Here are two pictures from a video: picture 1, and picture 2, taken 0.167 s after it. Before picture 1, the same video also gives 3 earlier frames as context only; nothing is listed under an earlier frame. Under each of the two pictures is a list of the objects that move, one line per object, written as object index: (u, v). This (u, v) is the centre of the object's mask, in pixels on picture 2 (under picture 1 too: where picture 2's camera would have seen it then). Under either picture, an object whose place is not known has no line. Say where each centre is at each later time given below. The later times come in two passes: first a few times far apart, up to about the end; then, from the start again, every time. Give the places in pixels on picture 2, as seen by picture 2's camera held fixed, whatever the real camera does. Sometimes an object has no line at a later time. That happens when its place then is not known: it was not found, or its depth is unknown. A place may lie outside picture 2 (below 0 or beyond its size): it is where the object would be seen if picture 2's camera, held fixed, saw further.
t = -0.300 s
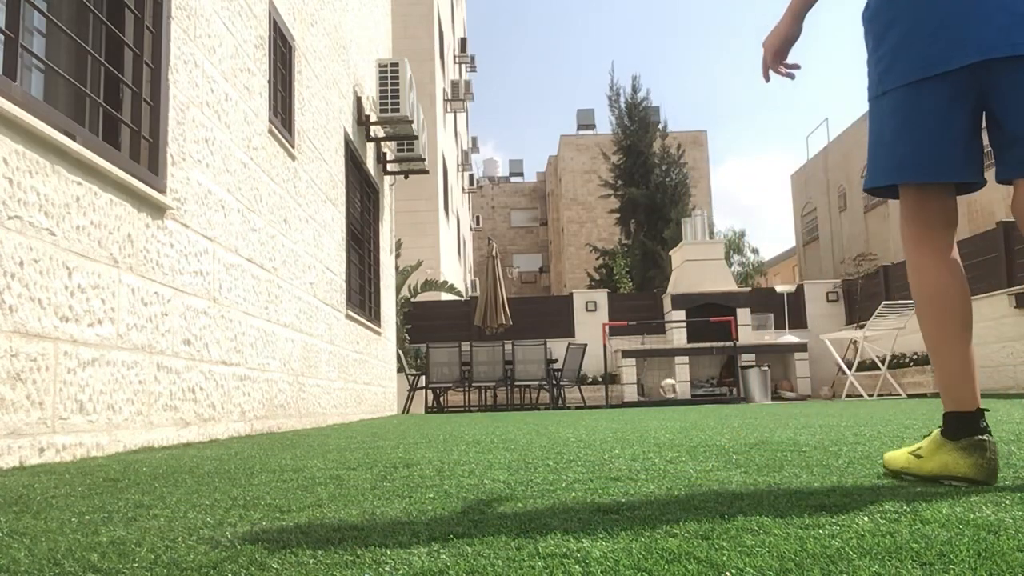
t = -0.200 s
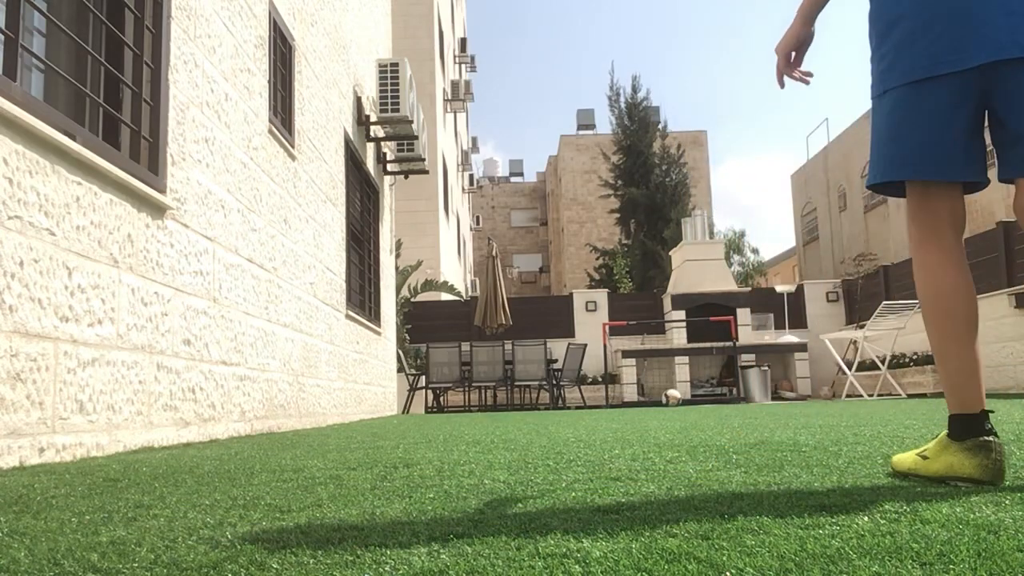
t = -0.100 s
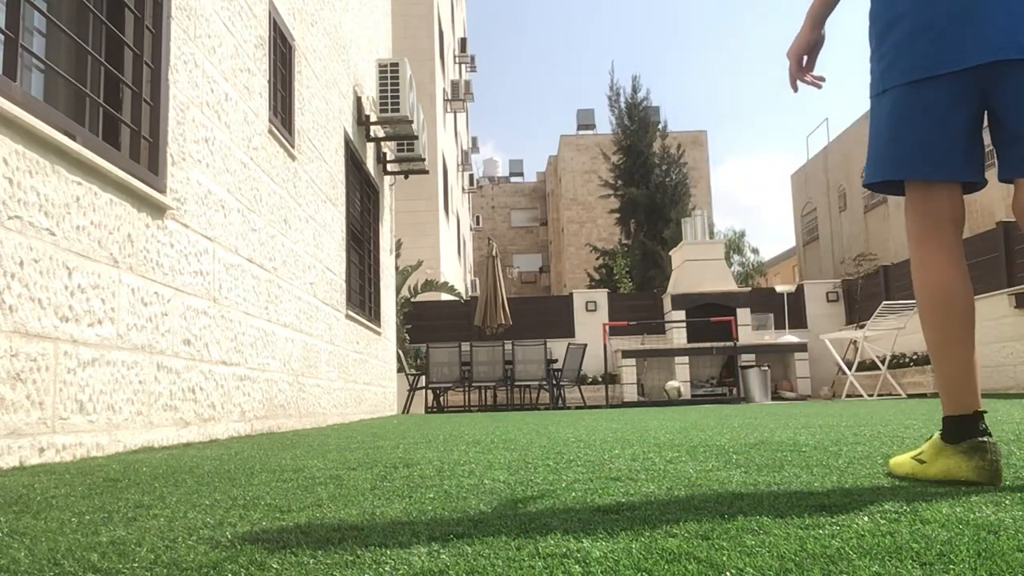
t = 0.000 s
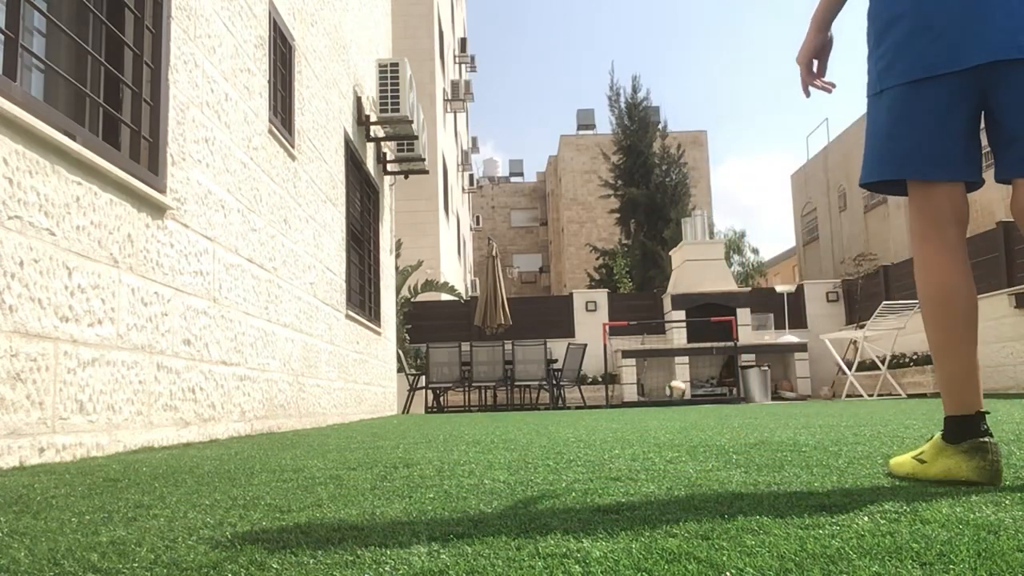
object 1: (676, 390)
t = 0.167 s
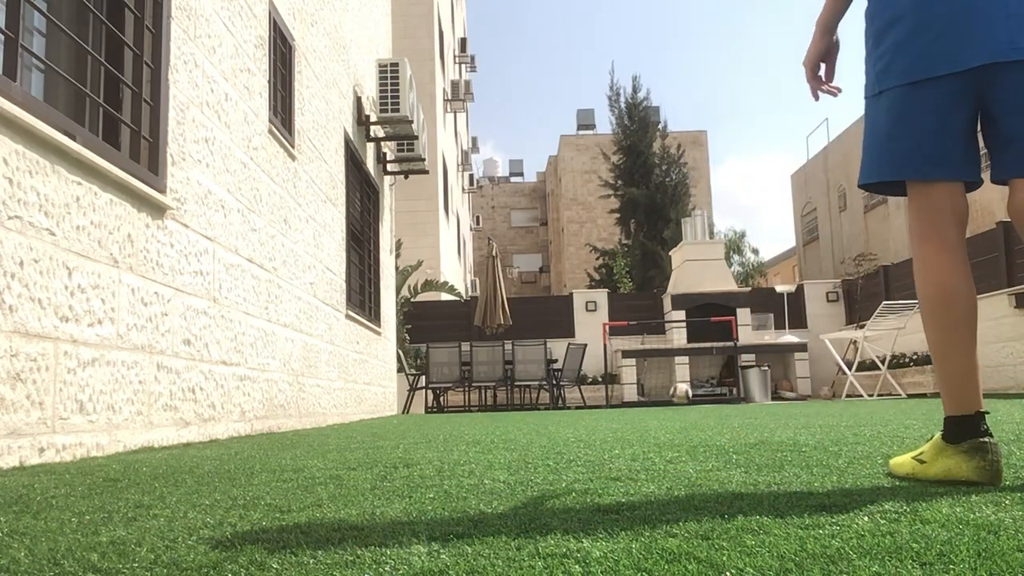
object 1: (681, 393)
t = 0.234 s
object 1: (682, 392)
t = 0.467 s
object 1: (689, 396)
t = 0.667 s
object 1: (696, 400)
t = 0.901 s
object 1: (705, 400)
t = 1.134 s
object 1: (715, 401)
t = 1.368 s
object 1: (728, 401)
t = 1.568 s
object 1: (740, 401)
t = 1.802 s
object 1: (756, 402)
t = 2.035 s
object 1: (776, 401)
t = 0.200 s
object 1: (681, 392)
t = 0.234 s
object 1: (682, 392)
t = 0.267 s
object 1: (683, 393)
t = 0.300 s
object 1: (684, 395)
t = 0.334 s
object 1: (686, 399)
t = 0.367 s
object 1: (687, 397)
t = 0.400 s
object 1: (687, 395)
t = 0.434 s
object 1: (688, 395)
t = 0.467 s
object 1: (689, 396)
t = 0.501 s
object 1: (691, 399)
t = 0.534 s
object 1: (692, 398)
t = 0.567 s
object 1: (693, 397)
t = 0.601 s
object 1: (694, 397)
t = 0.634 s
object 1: (695, 398)
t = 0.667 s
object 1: (696, 400)
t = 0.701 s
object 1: (697, 399)
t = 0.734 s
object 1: (699, 399)
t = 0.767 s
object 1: (700, 400)
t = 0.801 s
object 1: (701, 400)
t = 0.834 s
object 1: (702, 399)
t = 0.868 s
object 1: (704, 400)
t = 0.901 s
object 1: (705, 400)
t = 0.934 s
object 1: (706, 400)
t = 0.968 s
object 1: (708, 400)
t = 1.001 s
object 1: (709, 400)
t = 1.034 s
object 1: (711, 400)
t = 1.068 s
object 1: (712, 400)
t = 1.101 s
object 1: (714, 400)
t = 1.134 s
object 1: (715, 401)
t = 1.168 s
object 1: (717, 400)
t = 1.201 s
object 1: (719, 401)
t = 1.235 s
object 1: (721, 401)
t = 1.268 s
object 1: (722, 401)
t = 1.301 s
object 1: (724, 401)
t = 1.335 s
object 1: (726, 401)
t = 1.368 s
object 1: (728, 401)
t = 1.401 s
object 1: (730, 401)
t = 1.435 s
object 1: (731, 401)
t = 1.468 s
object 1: (733, 400)
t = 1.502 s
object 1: (736, 401)
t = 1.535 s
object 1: (738, 402)
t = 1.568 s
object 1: (740, 401)
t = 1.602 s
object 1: (742, 401)
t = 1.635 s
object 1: (744, 402)
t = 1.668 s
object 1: (747, 401)
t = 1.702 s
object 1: (749, 402)
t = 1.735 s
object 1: (751, 402)
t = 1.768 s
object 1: (754, 401)
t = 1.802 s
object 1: (756, 402)
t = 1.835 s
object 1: (759, 402)
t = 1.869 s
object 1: (762, 401)
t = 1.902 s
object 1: (764, 401)
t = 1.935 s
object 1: (767, 402)
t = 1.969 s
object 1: (770, 402)
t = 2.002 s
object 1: (773, 402)
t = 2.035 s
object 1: (776, 401)
